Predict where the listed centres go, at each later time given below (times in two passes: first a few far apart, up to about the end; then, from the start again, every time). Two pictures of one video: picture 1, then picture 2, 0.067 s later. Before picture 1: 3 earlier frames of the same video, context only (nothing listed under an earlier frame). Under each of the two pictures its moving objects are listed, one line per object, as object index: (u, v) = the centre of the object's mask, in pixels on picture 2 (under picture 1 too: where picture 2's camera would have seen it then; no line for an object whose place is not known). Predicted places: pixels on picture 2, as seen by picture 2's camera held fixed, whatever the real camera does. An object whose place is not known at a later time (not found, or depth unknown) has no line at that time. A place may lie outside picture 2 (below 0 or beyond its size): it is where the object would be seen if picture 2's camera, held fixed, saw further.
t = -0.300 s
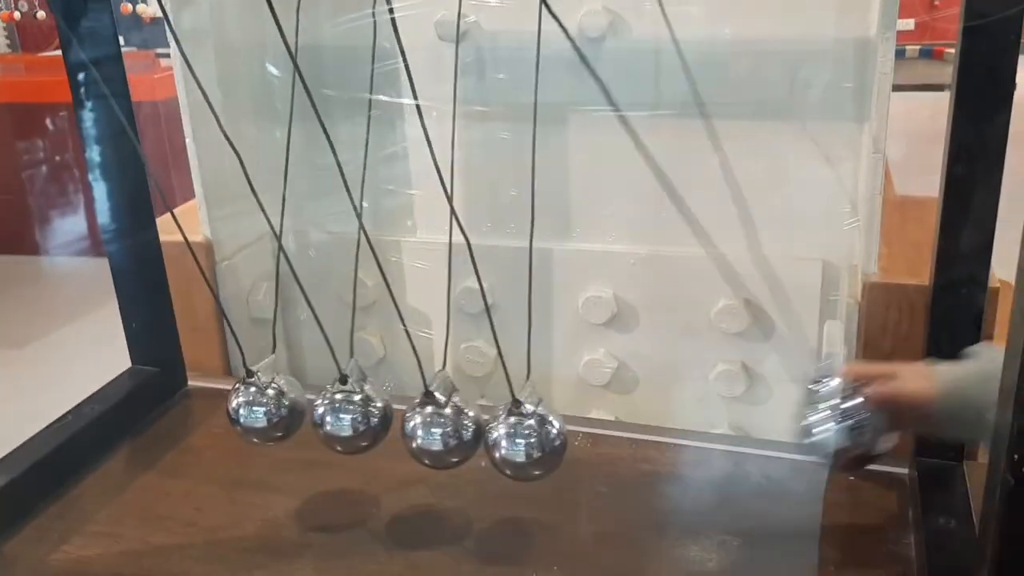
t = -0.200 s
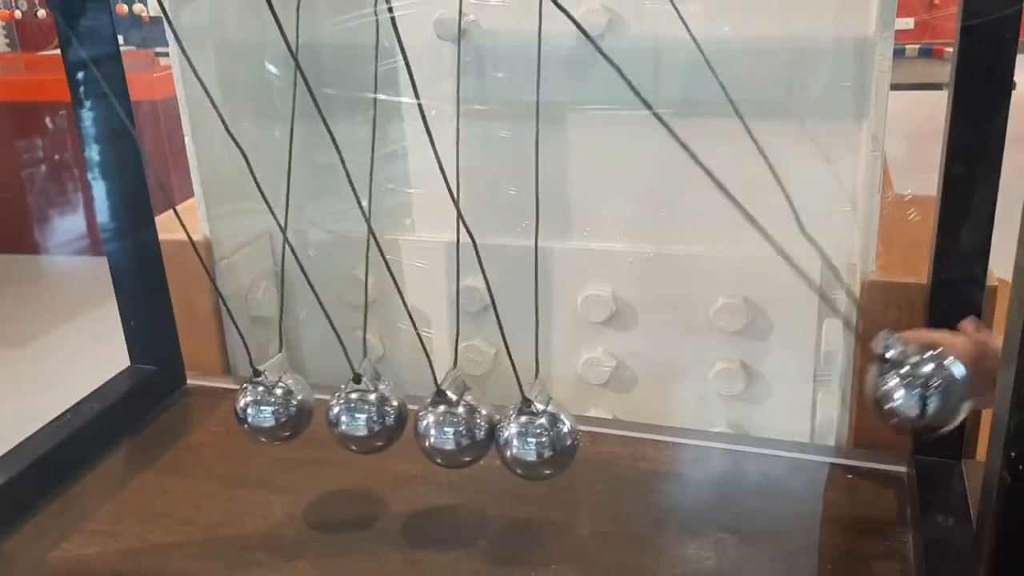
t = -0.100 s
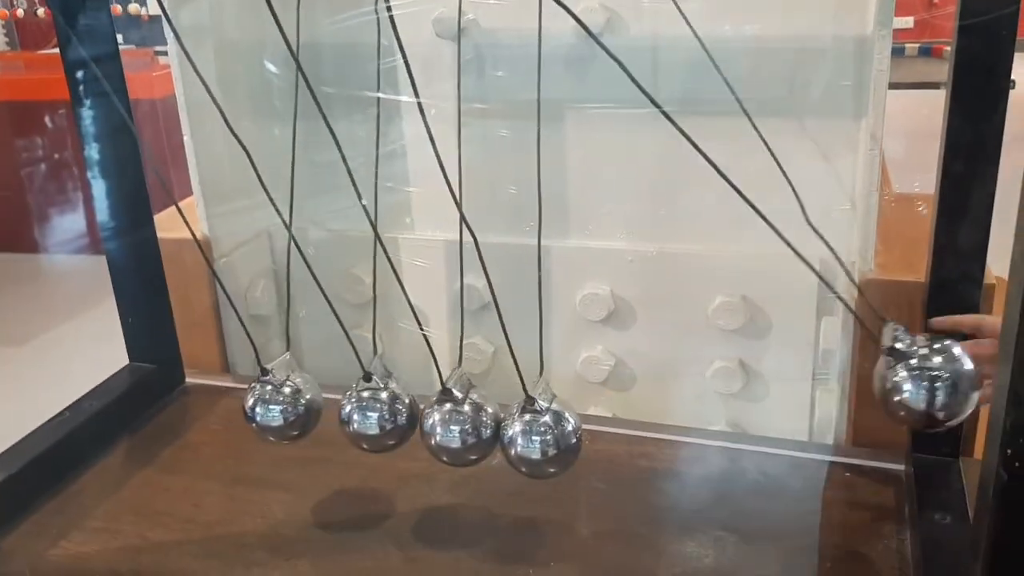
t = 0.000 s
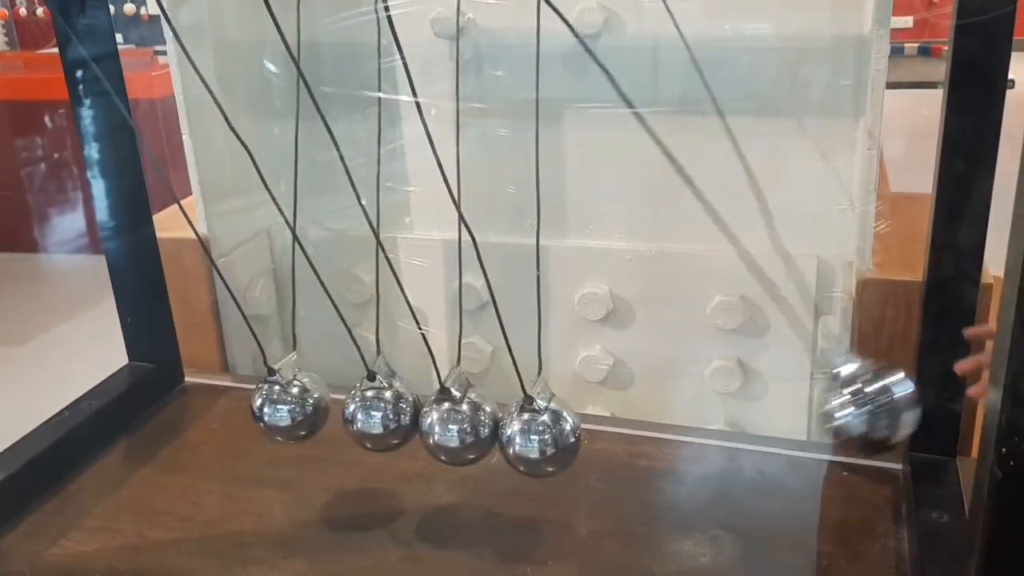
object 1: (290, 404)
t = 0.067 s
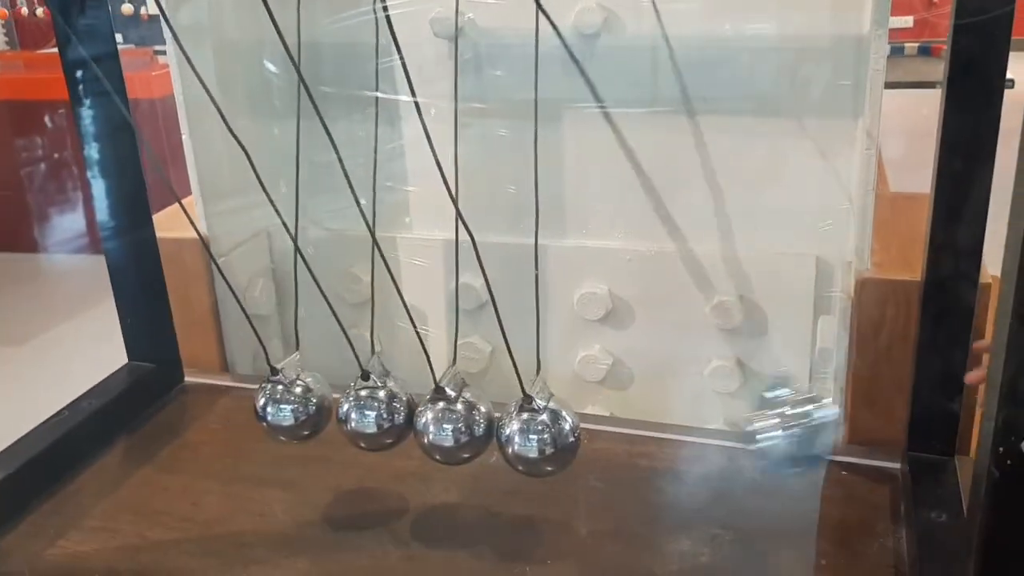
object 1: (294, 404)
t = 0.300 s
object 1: (198, 388)
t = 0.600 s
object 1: (74, 331)
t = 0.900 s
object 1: (270, 402)
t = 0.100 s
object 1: (294, 405)
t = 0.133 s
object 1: (294, 404)
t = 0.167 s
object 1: (293, 404)
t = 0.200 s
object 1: (289, 404)
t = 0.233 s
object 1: (262, 405)
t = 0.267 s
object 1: (230, 395)
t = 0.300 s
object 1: (198, 388)
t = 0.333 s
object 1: (169, 376)
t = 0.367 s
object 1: (146, 367)
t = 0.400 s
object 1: (125, 357)
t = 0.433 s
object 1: (105, 349)
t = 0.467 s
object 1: (90, 341)
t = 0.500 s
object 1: (79, 335)
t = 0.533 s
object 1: (73, 330)
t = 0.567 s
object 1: (72, 330)
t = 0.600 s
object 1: (74, 331)
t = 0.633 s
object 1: (81, 336)
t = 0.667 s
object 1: (96, 343)
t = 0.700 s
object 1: (113, 352)
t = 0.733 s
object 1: (135, 362)
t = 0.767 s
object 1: (156, 371)
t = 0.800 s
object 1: (185, 381)
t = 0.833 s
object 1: (214, 391)
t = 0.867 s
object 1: (247, 401)
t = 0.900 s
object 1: (270, 402)
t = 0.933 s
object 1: (279, 404)
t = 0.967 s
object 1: (285, 405)
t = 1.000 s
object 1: (291, 405)
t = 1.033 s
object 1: (297, 405)
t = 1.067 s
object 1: (302, 406)
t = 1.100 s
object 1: (306, 406)
